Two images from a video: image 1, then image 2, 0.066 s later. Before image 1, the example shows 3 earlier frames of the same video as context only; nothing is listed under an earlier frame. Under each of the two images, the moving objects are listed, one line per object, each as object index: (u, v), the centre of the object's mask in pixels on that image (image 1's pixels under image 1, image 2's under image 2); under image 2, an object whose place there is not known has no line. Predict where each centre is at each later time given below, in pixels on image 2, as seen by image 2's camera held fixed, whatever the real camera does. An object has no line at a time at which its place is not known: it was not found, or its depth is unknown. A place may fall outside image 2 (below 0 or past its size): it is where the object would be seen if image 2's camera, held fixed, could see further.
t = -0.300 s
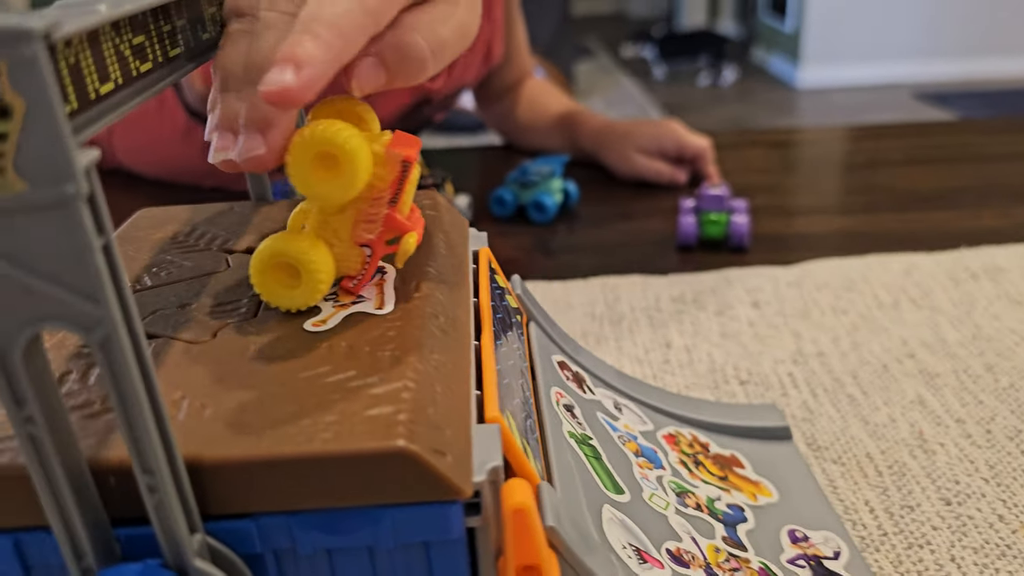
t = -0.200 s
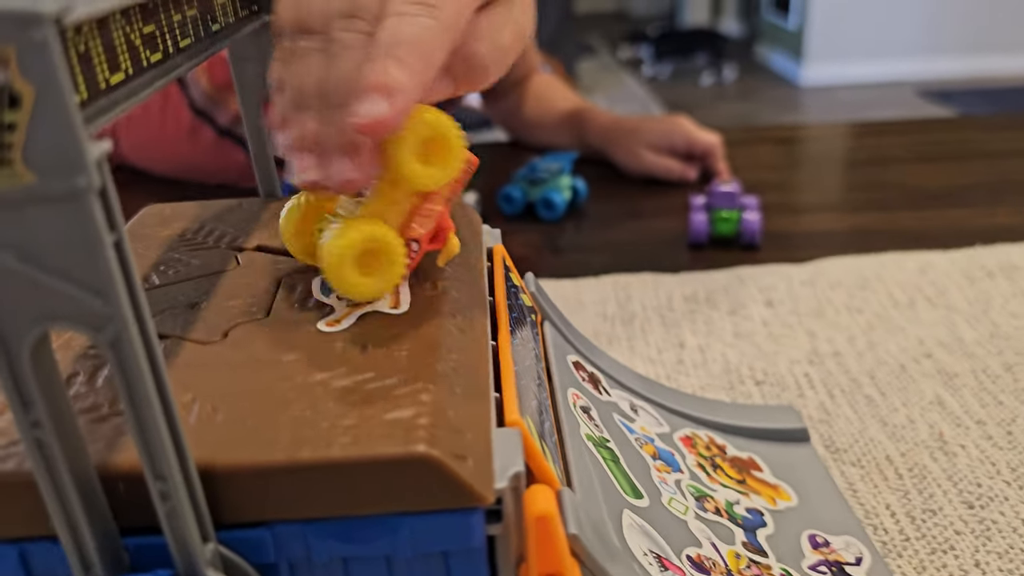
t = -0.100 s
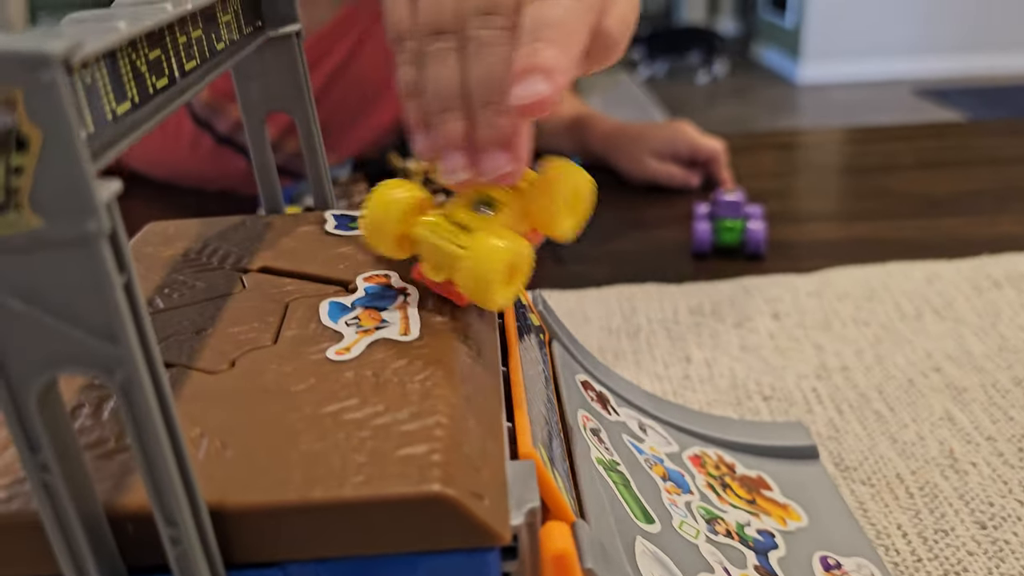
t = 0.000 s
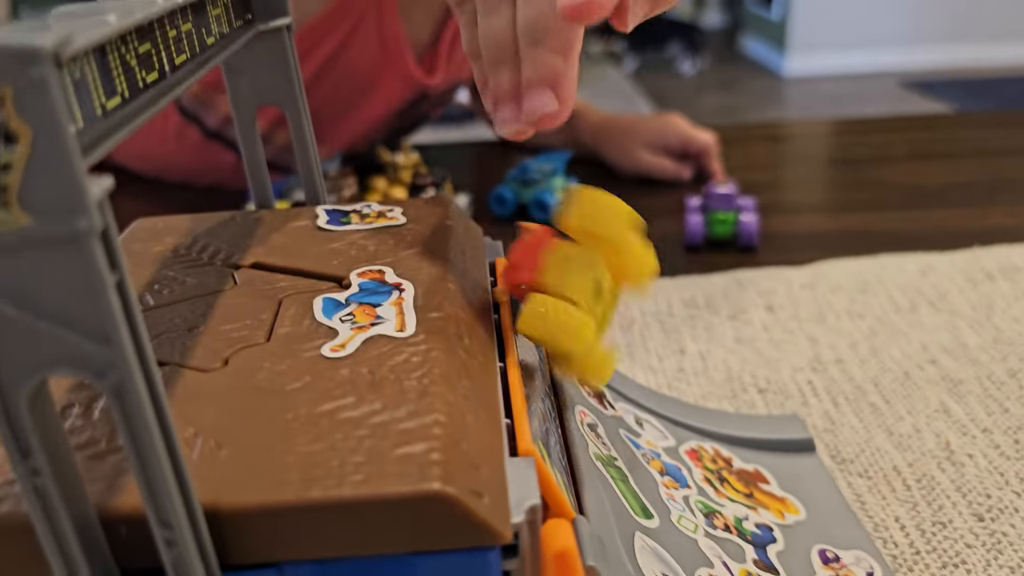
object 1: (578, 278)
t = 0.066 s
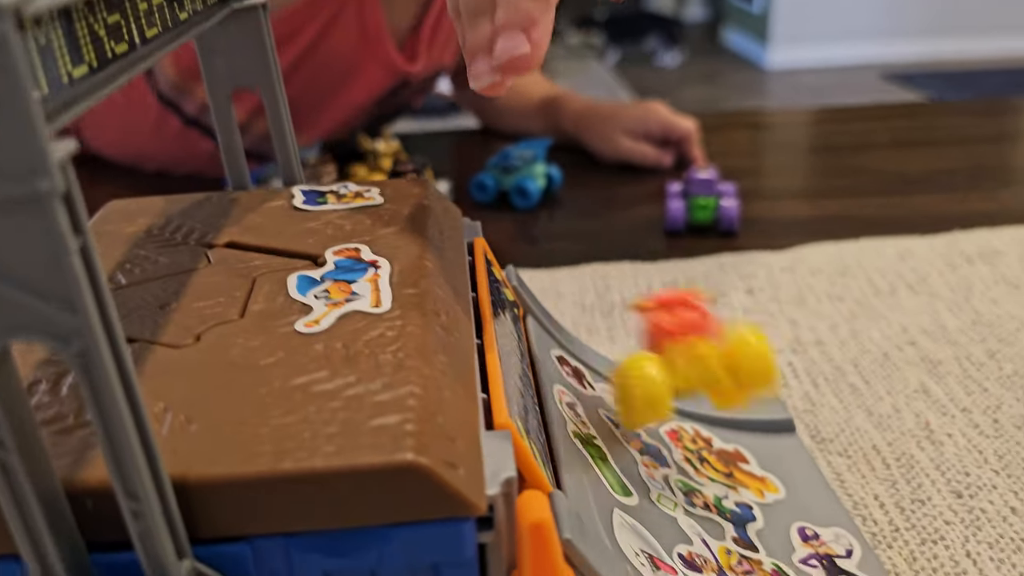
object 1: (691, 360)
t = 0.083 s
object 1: (728, 396)
